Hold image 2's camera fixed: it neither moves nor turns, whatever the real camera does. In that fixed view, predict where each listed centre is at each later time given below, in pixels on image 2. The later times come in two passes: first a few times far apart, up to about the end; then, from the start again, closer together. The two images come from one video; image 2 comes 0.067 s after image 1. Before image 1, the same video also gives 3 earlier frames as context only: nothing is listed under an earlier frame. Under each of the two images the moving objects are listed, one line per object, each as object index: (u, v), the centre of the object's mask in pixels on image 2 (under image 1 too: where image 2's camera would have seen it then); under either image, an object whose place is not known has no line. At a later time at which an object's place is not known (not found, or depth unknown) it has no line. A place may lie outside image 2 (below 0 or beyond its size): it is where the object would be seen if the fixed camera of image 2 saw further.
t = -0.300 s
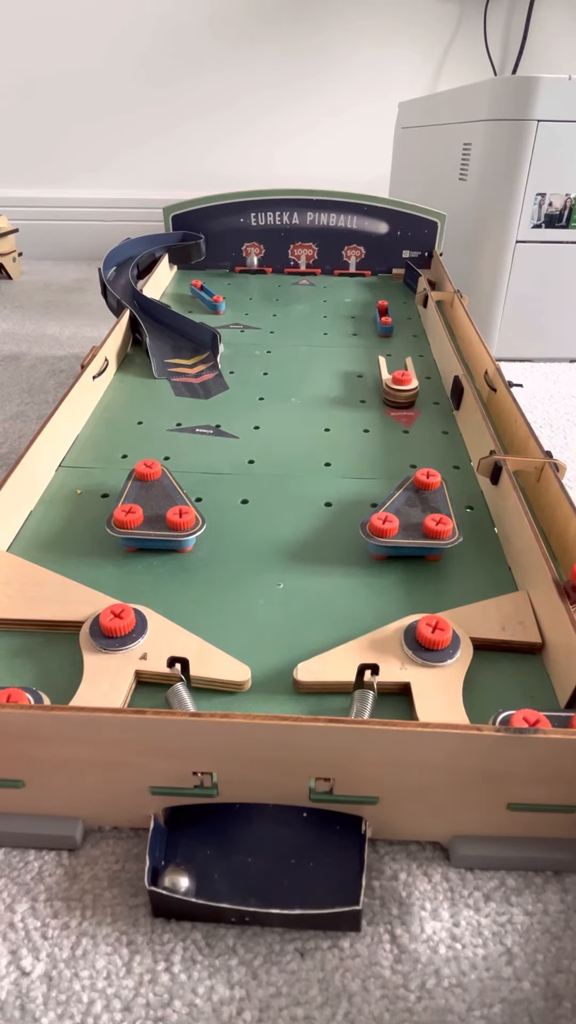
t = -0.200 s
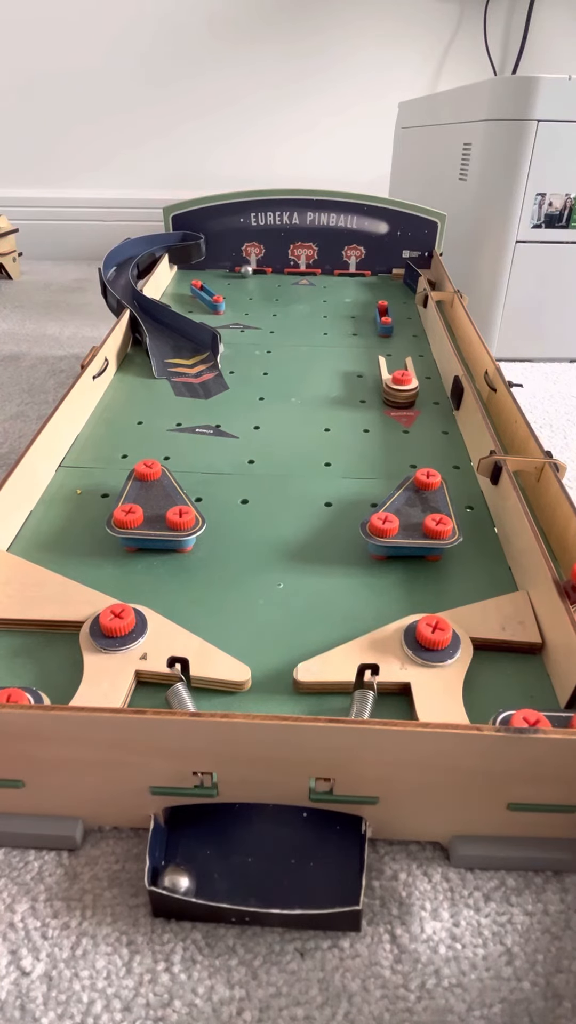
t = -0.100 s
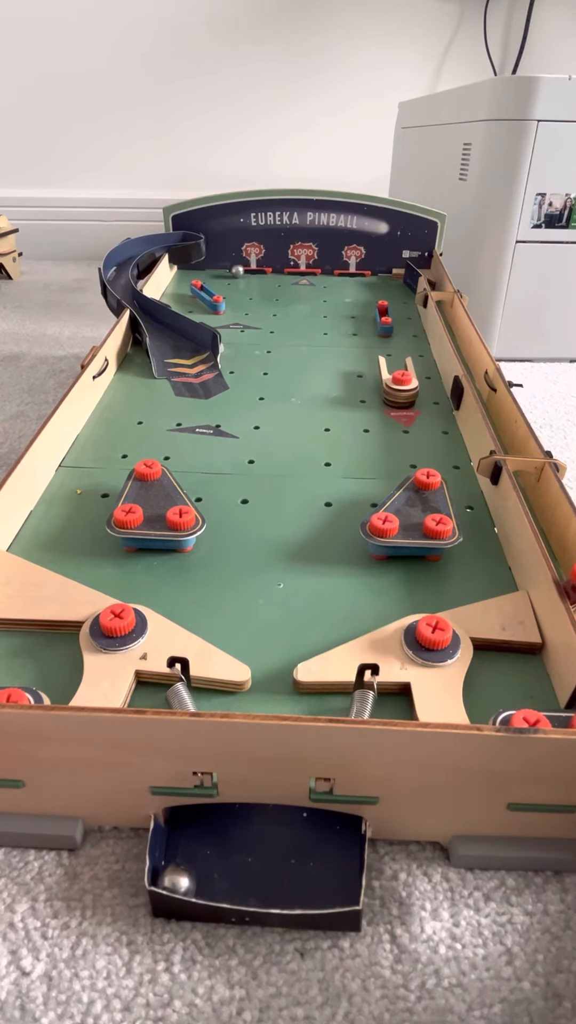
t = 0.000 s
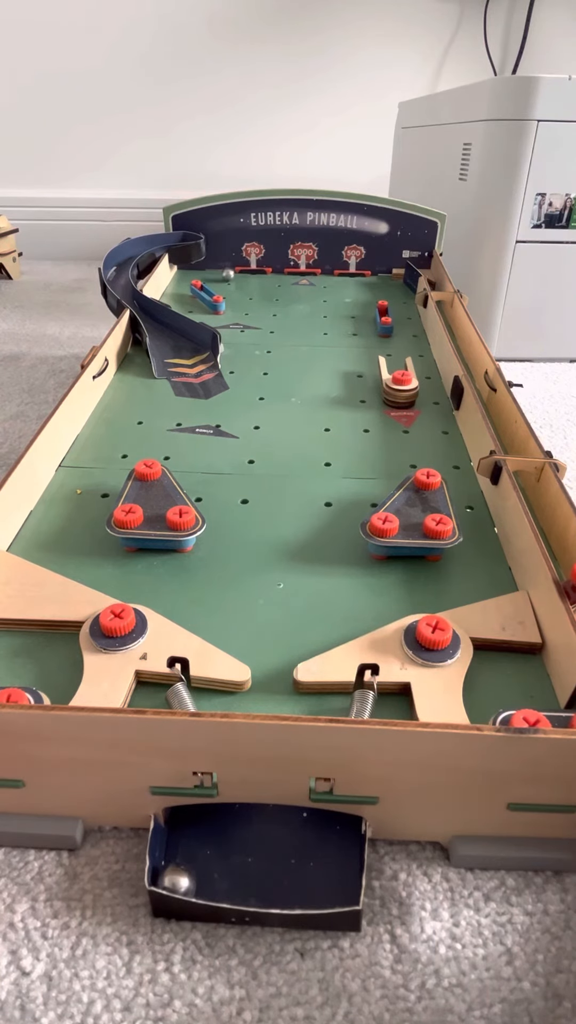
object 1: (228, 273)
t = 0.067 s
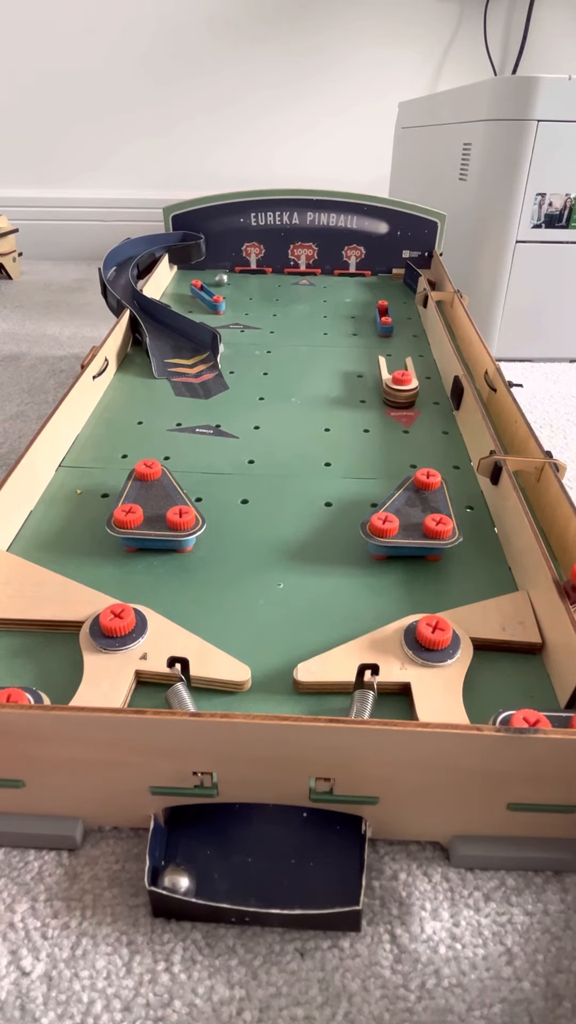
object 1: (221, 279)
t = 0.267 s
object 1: (228, 295)
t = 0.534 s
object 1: (273, 332)
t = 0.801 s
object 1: (336, 423)
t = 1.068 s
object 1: (228, 525)
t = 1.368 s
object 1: (338, 502)
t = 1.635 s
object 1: (327, 511)
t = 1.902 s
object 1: (239, 569)
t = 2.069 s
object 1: (205, 619)
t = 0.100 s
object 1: (217, 282)
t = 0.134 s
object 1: (214, 284)
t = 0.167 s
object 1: (212, 286)
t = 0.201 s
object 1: (217, 288)
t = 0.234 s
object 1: (223, 291)
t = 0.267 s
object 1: (228, 295)
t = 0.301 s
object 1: (232, 298)
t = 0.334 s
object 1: (237, 301)
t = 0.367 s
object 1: (243, 304)
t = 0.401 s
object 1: (248, 309)
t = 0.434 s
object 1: (254, 314)
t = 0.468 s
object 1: (260, 319)
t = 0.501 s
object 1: (267, 325)
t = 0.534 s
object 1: (273, 332)
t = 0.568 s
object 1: (280, 339)
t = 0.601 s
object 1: (287, 348)
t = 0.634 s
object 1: (294, 357)
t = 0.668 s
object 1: (302, 367)
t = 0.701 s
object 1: (310, 379)
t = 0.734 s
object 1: (318, 392)
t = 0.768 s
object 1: (327, 406)
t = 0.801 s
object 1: (336, 423)
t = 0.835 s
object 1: (348, 442)
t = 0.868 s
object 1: (359, 466)
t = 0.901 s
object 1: (372, 492)
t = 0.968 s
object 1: (341, 514)
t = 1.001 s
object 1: (306, 517)
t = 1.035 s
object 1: (266, 521)
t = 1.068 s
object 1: (228, 525)
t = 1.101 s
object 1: (221, 518)
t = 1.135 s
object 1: (242, 515)
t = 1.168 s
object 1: (257, 509)
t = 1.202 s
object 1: (271, 505)
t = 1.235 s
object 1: (285, 502)
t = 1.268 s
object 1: (299, 500)
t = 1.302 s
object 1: (312, 499)
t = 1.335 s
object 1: (325, 500)
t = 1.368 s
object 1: (338, 502)
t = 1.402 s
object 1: (351, 504)
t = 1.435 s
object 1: (362, 507)
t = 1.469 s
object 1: (371, 508)
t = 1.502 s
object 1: (364, 508)
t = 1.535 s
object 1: (356, 509)
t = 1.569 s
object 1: (347, 508)
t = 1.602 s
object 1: (337, 509)
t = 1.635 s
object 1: (327, 511)
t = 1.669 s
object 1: (317, 514)
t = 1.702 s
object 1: (307, 518)
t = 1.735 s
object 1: (297, 523)
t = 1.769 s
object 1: (286, 529)
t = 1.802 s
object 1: (274, 536)
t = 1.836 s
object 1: (263, 546)
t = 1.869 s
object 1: (252, 556)
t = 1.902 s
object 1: (239, 569)
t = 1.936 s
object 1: (225, 583)
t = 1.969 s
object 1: (211, 599)
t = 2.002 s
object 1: (196, 618)
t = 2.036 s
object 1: (201, 618)
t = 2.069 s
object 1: (205, 619)
